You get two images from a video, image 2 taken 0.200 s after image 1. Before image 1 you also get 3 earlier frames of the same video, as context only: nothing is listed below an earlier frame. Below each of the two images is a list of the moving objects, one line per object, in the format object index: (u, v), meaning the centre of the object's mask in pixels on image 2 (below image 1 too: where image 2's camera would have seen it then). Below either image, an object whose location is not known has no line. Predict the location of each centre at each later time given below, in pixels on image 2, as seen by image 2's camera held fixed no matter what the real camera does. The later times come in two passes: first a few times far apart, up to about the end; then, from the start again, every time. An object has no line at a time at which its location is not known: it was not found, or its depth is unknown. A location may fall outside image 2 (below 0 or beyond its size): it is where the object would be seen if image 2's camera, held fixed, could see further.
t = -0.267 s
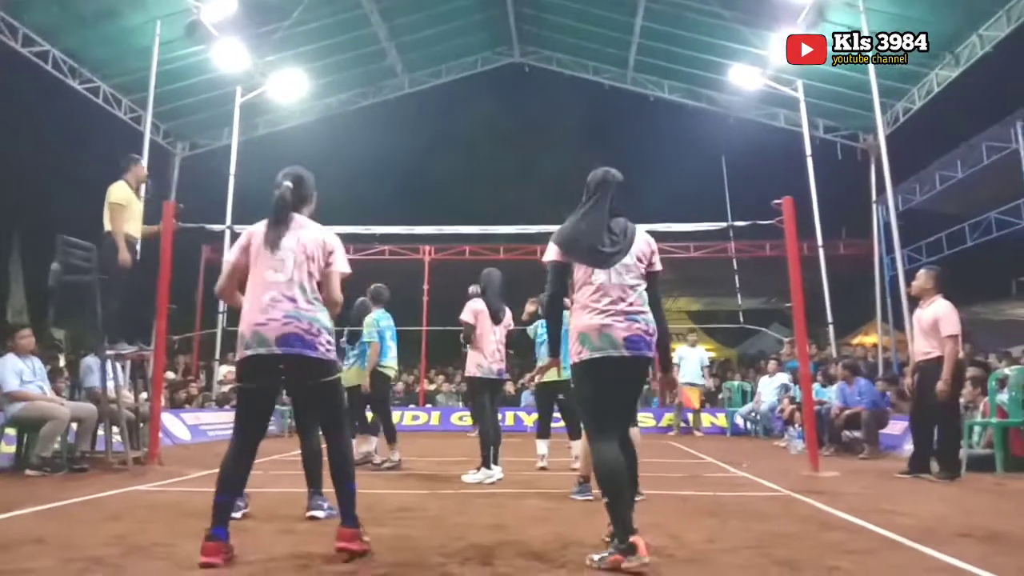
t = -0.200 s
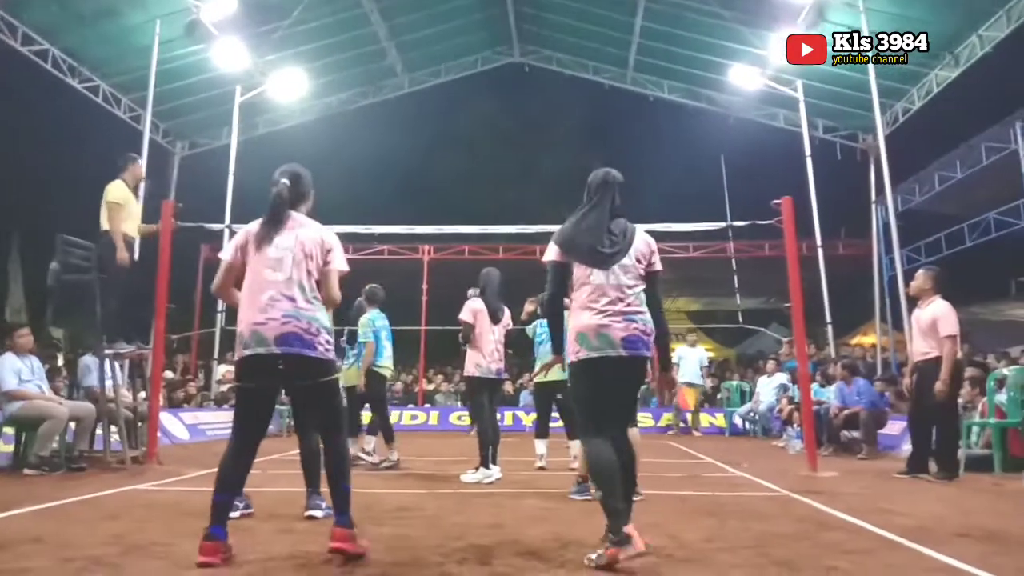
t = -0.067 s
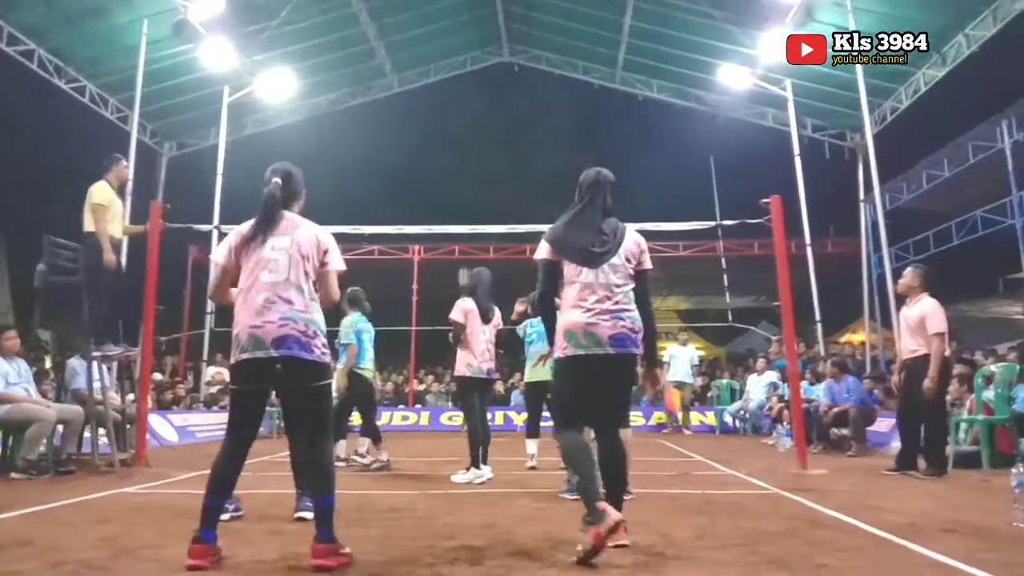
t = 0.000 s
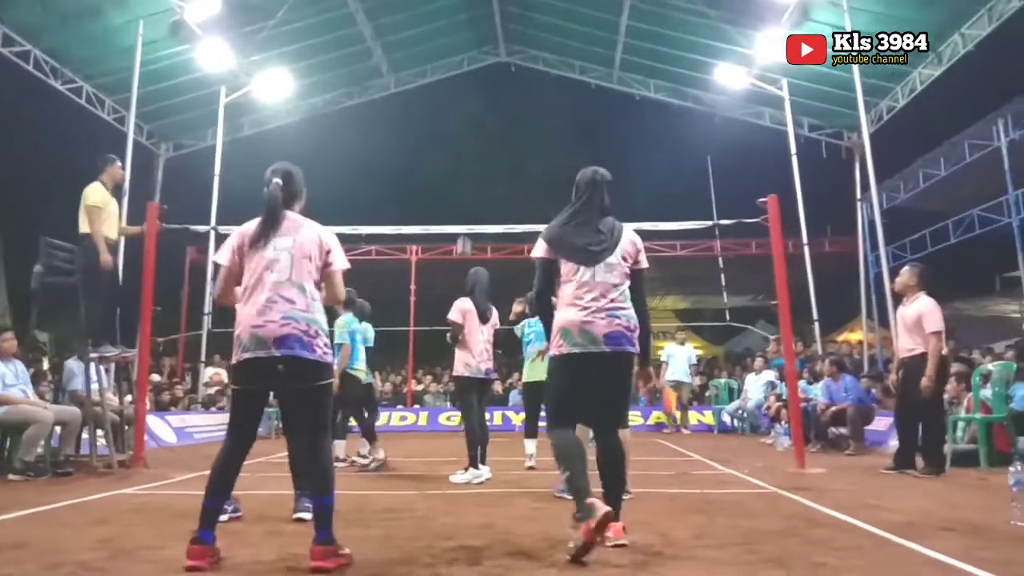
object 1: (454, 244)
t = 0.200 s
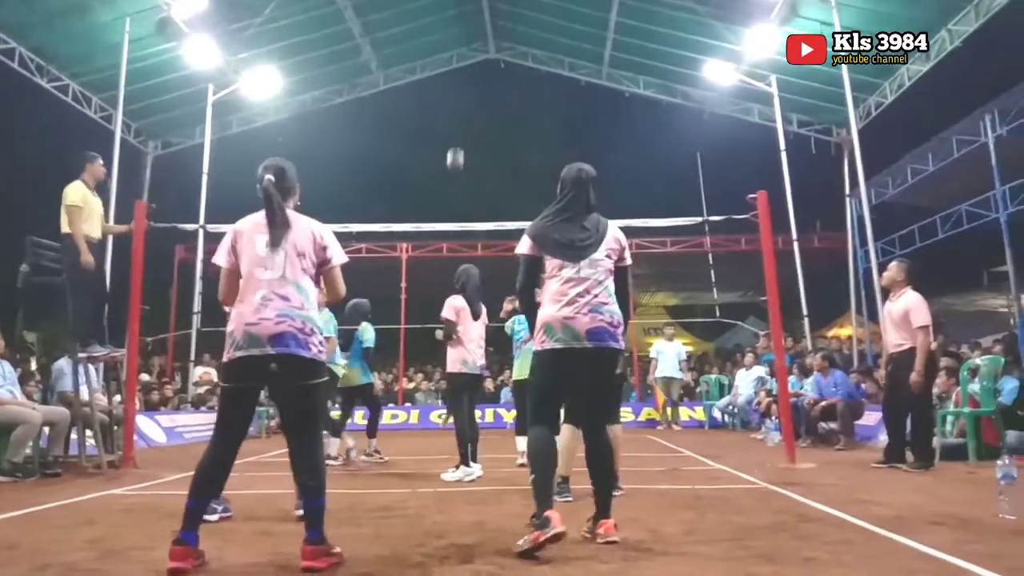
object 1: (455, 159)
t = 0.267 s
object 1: (455, 132)
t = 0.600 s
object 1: (456, 24)
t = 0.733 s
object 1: (455, 1)
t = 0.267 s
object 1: (455, 132)
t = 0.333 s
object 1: (456, 107)
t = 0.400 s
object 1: (456, 85)
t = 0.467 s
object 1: (457, 61)
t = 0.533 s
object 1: (456, 41)
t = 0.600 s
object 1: (456, 24)
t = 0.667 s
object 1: (456, 8)
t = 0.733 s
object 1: (455, 1)
